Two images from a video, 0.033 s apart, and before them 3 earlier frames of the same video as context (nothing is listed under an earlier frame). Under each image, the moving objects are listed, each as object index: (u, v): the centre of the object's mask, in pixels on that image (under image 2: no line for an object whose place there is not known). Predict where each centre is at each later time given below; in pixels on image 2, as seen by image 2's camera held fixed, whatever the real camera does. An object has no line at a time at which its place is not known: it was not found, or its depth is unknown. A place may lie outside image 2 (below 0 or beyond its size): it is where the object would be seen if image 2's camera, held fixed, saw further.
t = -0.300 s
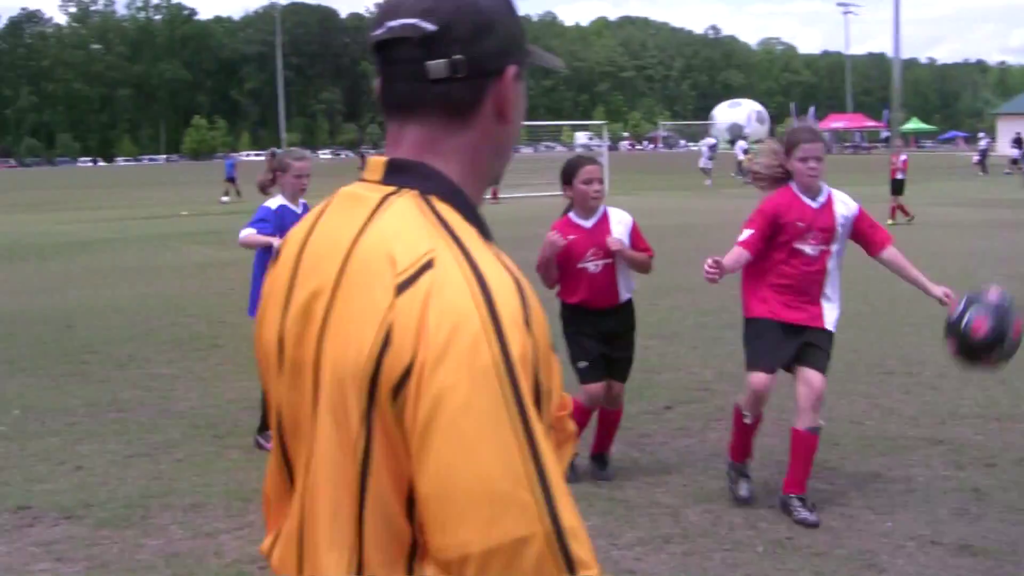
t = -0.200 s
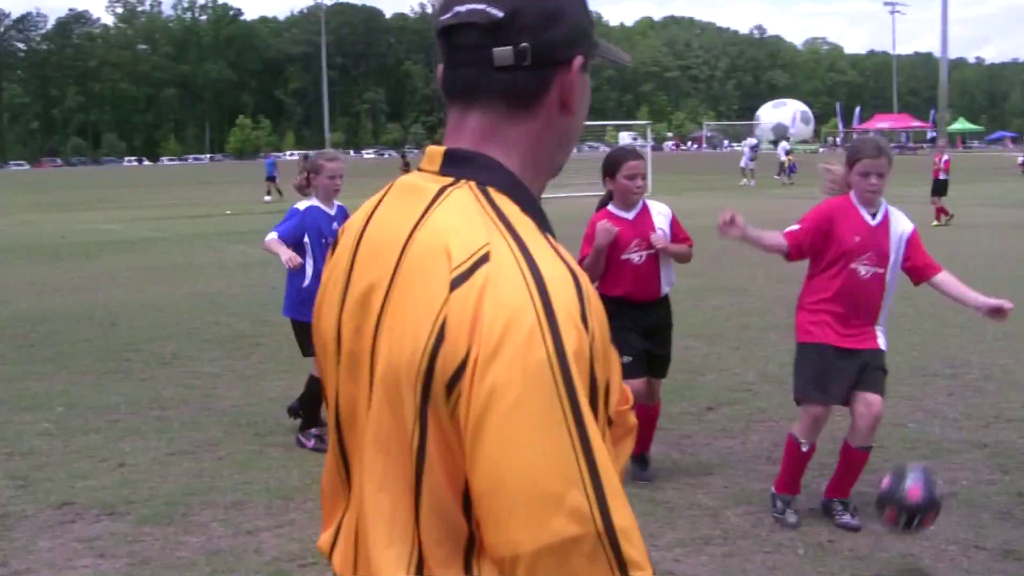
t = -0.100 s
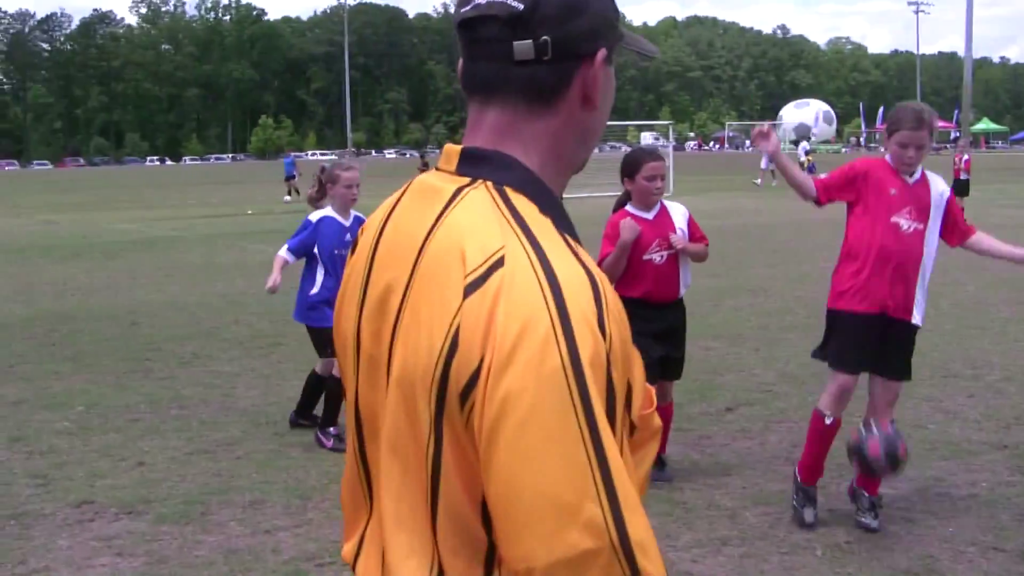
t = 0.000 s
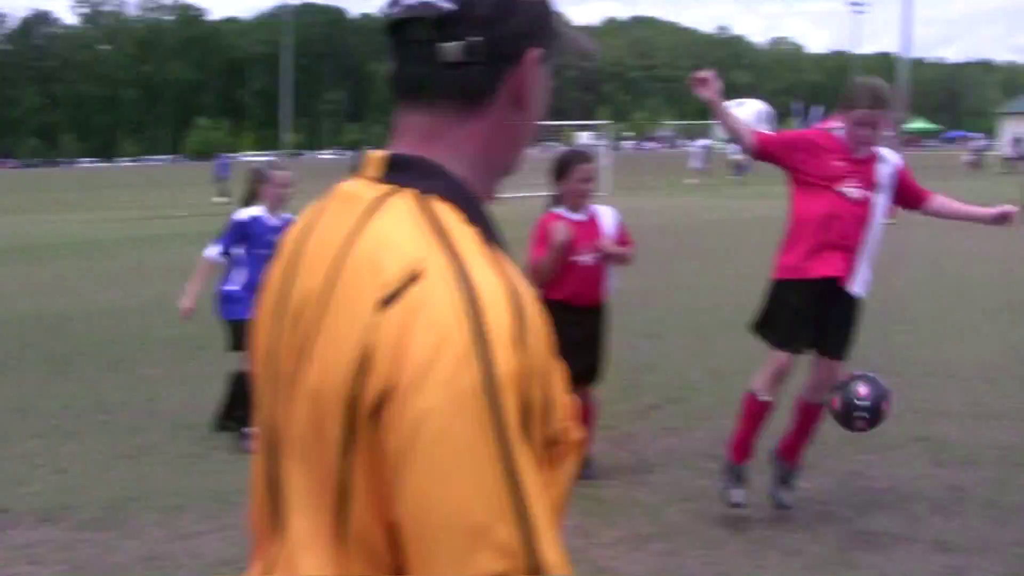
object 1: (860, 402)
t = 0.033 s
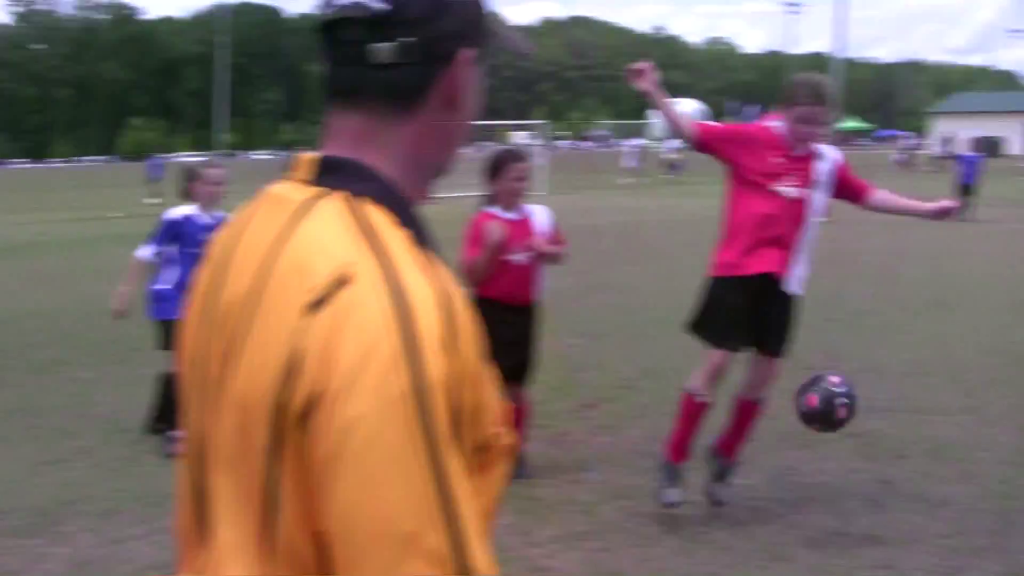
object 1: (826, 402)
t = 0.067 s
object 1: (866, 410)
